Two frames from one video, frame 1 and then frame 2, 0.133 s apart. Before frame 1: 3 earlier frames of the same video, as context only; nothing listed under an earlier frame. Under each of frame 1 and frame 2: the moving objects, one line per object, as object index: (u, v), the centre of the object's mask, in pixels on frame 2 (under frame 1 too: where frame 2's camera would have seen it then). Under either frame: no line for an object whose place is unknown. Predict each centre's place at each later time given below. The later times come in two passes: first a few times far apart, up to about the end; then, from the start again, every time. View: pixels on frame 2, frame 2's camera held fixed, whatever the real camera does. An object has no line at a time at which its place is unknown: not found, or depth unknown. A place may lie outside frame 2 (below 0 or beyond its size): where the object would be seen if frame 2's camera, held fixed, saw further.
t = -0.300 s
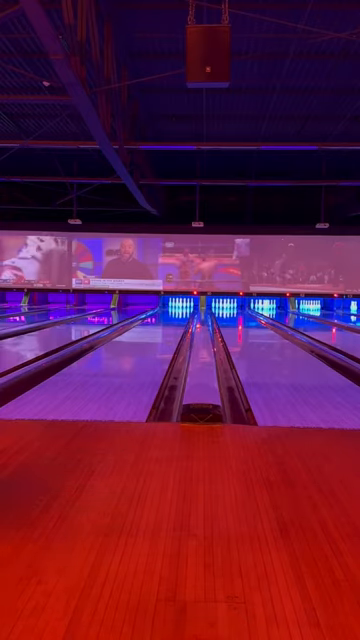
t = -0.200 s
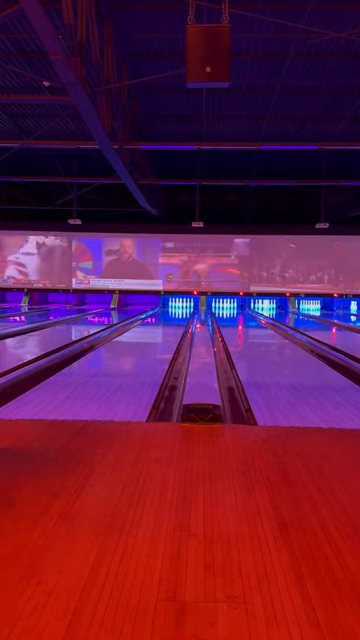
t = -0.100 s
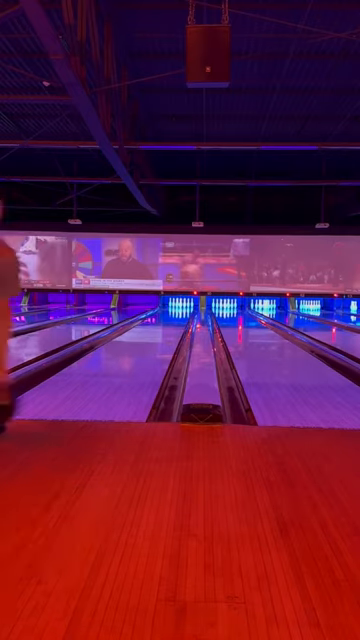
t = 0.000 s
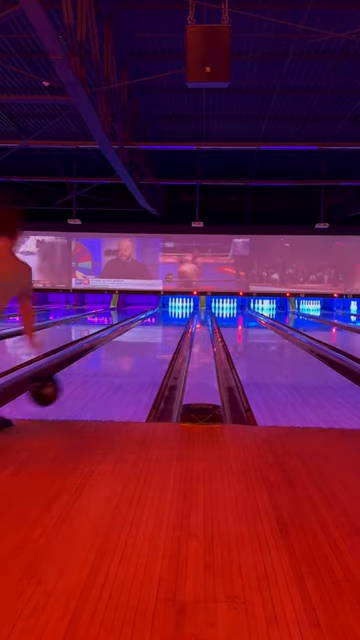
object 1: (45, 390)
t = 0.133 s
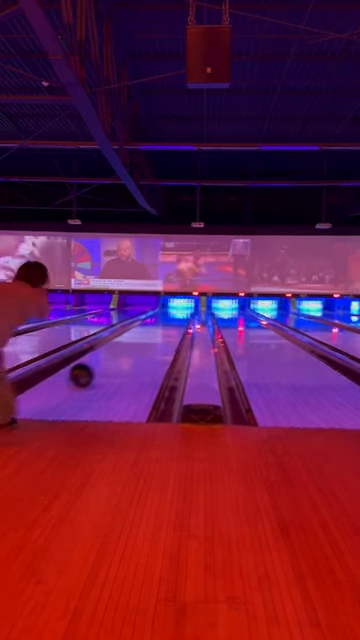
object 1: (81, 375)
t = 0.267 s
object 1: (105, 358)
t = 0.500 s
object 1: (129, 340)
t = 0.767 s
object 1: (146, 328)
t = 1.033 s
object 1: (156, 321)
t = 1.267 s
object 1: (162, 316)
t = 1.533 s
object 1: (168, 312)
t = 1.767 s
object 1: (172, 310)
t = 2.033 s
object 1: (175, 307)
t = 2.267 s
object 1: (177, 306)
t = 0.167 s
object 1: (90, 370)
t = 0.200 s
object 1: (94, 367)
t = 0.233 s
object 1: (100, 362)
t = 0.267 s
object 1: (105, 358)
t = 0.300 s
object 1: (110, 354)
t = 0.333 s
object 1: (114, 351)
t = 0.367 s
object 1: (118, 348)
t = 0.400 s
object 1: (121, 346)
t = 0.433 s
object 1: (124, 343)
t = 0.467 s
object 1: (127, 342)
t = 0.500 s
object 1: (129, 340)
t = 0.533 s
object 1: (132, 338)
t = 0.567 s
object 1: (134, 336)
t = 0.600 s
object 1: (136, 334)
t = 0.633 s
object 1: (138, 333)
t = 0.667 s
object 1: (140, 332)
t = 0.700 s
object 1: (142, 331)
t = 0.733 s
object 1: (144, 330)
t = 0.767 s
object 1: (146, 328)
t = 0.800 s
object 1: (147, 327)
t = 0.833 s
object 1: (148, 327)
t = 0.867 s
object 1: (150, 325)
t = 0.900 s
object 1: (151, 324)
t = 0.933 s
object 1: (152, 323)
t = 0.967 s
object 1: (154, 322)
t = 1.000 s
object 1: (155, 321)
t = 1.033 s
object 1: (156, 321)
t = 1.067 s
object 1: (157, 320)
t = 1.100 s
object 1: (157, 319)
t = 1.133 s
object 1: (159, 319)
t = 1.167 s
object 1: (160, 318)
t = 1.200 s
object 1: (160, 317)
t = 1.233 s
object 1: (161, 317)
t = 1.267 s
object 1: (162, 316)
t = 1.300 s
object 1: (163, 315)
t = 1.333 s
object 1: (164, 315)
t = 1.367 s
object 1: (165, 314)
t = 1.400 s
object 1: (165, 314)
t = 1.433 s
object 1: (166, 313)
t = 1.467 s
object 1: (166, 313)
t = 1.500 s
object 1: (167, 313)
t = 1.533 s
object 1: (168, 312)
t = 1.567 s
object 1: (168, 312)
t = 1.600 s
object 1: (169, 312)
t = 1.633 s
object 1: (169, 312)
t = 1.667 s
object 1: (170, 311)
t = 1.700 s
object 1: (171, 310)
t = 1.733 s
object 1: (171, 310)
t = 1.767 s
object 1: (172, 310)
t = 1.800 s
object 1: (172, 310)
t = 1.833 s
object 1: (172, 309)
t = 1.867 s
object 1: (173, 309)
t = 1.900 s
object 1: (173, 308)
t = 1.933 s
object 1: (174, 308)
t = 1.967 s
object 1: (174, 308)
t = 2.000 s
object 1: (175, 308)
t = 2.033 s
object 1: (175, 307)
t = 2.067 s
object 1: (176, 307)
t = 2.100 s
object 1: (176, 307)
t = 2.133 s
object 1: (176, 307)
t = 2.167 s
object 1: (177, 306)
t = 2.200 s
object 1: (177, 306)
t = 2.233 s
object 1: (177, 306)
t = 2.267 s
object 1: (177, 306)
